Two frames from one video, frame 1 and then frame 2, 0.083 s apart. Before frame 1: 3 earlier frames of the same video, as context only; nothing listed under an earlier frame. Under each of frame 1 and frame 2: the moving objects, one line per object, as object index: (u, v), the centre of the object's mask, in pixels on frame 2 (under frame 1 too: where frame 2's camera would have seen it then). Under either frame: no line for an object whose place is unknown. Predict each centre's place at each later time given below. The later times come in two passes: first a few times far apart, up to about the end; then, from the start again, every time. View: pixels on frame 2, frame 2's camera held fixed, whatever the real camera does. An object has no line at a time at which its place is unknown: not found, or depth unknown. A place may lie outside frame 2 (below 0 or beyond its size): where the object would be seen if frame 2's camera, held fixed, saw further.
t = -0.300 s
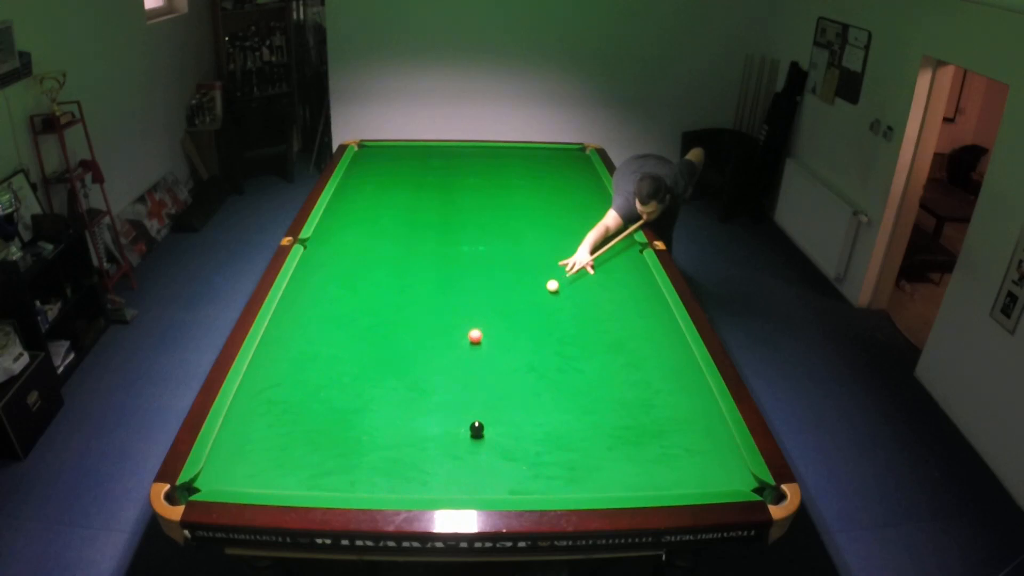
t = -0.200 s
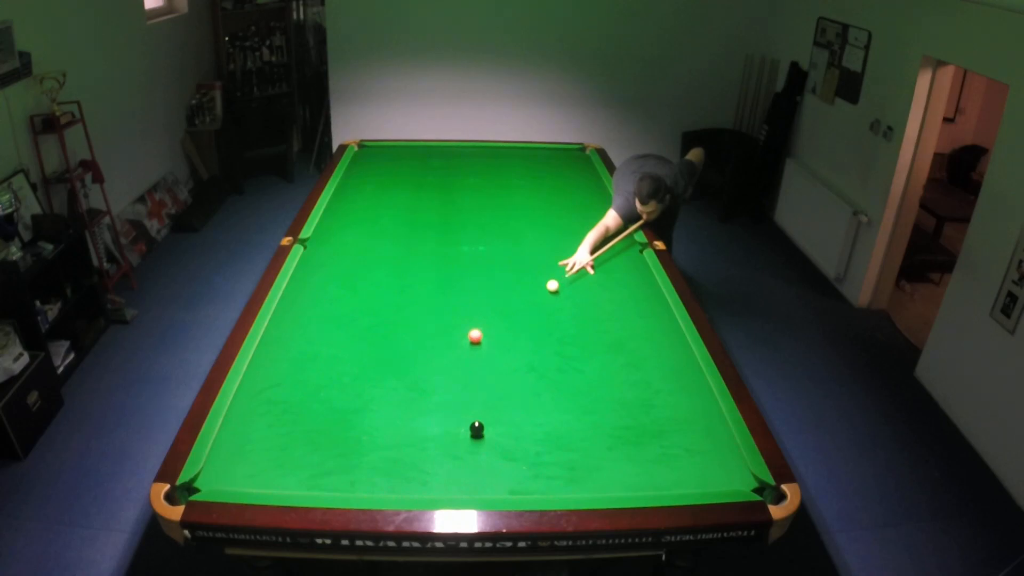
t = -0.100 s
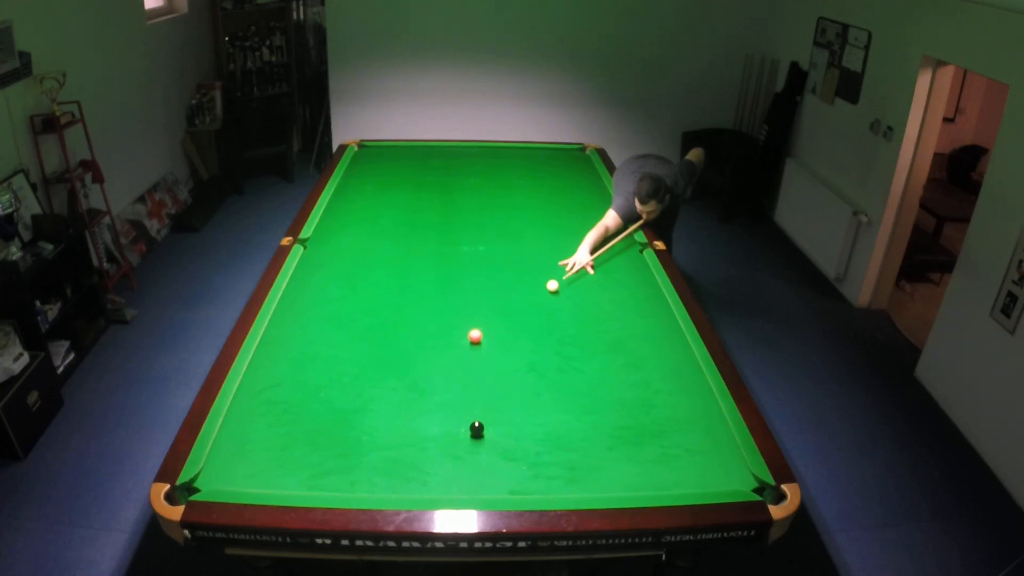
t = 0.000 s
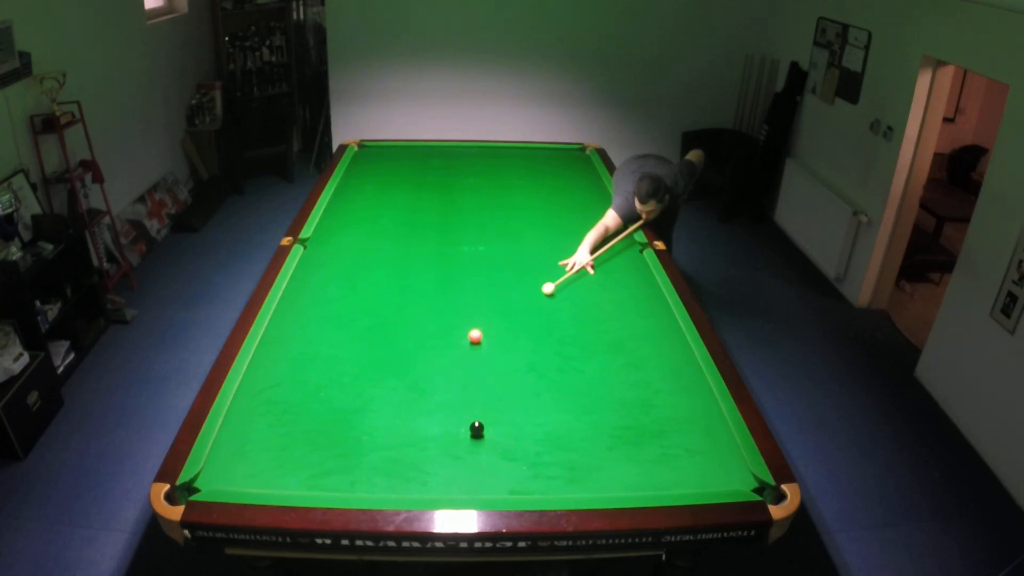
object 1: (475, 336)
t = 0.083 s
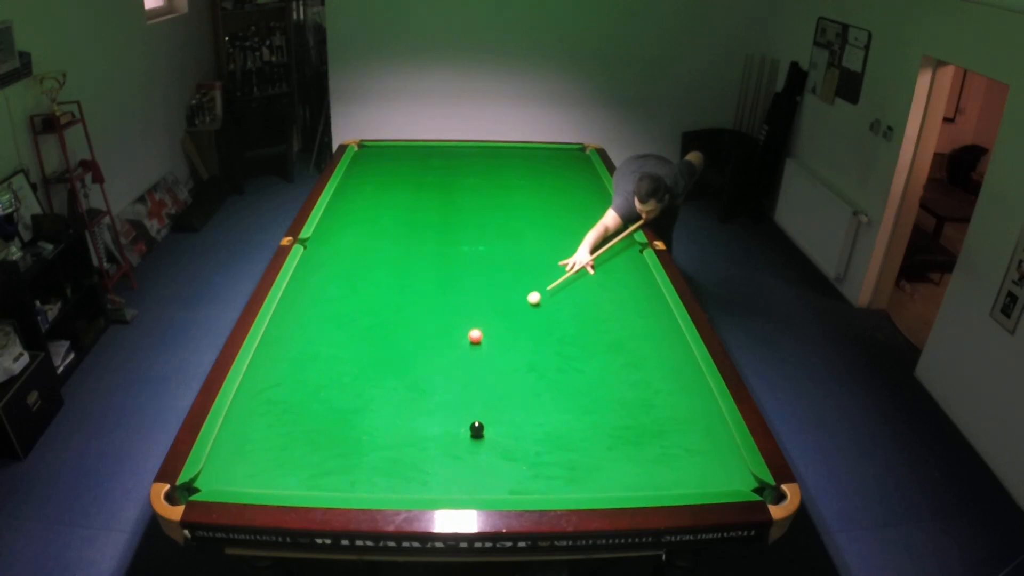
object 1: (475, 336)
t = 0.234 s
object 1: (475, 336)
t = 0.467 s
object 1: (459, 344)
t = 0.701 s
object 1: (425, 363)
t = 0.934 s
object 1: (391, 382)
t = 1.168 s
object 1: (356, 401)
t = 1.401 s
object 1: (319, 421)
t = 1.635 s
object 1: (282, 440)
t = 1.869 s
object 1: (244, 460)
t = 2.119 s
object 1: (203, 481)
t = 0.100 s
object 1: (475, 336)
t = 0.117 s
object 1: (475, 336)
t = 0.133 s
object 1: (475, 336)
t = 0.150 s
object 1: (475, 336)
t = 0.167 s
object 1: (475, 336)
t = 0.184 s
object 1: (475, 336)
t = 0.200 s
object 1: (475, 336)
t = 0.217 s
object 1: (475, 336)
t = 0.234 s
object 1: (475, 336)
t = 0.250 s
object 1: (475, 336)
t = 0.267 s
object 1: (475, 336)
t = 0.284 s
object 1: (475, 336)
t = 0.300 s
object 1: (475, 336)
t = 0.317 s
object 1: (475, 336)
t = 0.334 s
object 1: (475, 336)
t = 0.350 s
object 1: (475, 336)
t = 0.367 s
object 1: (475, 336)
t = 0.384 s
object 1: (474, 337)
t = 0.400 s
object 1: (471, 338)
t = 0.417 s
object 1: (468, 340)
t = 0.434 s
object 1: (465, 342)
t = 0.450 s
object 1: (462, 343)
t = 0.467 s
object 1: (459, 344)
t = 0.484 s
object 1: (457, 346)
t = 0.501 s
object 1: (454, 347)
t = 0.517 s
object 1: (451, 349)
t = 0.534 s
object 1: (449, 350)
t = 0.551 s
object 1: (447, 351)
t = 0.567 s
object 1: (444, 353)
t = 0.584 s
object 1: (442, 354)
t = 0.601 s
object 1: (440, 355)
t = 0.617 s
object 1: (437, 357)
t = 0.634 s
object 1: (435, 358)
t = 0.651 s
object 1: (432, 359)
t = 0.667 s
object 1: (430, 360)
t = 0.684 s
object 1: (428, 362)
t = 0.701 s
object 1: (425, 363)
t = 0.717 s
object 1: (423, 364)
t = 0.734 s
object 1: (421, 366)
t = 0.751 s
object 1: (418, 367)
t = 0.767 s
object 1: (416, 368)
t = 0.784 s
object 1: (413, 370)
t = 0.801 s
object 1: (410, 371)
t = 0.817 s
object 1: (408, 372)
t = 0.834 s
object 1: (406, 374)
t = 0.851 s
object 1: (404, 375)
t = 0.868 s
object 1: (401, 376)
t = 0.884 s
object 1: (399, 378)
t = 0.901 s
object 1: (396, 379)
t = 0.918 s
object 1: (394, 380)
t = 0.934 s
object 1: (391, 382)
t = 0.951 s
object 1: (388, 383)
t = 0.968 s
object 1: (386, 384)
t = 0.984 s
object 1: (383, 386)
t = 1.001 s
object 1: (381, 387)
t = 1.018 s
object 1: (379, 388)
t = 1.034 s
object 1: (376, 390)
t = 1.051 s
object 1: (373, 391)
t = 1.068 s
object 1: (371, 393)
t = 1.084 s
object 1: (368, 394)
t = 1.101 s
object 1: (366, 395)
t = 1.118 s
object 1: (363, 397)
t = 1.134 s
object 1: (361, 398)
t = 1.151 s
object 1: (358, 399)
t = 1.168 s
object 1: (356, 401)
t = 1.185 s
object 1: (353, 402)
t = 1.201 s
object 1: (350, 404)
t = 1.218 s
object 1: (348, 405)
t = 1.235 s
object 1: (345, 406)
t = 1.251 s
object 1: (343, 408)
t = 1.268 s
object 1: (340, 409)
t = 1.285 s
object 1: (338, 410)
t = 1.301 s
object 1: (335, 412)
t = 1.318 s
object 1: (332, 413)
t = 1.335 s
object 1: (330, 415)
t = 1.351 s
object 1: (327, 416)
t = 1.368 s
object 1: (324, 418)
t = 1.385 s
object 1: (321, 419)
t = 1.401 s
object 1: (319, 421)
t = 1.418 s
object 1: (316, 422)
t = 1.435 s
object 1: (314, 423)
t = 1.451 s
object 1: (311, 424)
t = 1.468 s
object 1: (308, 426)
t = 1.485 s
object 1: (306, 428)
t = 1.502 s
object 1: (303, 429)
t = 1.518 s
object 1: (300, 430)
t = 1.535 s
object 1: (298, 432)
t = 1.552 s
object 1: (295, 433)
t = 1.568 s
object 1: (292, 434)
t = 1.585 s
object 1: (289, 436)
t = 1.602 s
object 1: (287, 437)
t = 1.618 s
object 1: (284, 439)
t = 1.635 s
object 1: (282, 440)
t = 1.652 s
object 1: (279, 441)
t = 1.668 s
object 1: (276, 443)
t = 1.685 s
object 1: (274, 444)
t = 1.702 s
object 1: (271, 446)
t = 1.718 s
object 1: (268, 447)
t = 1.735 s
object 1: (266, 448)
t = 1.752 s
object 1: (263, 450)
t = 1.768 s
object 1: (261, 451)
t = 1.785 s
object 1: (258, 453)
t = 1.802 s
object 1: (255, 454)
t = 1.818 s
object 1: (252, 456)
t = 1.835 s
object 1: (250, 457)
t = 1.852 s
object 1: (247, 459)
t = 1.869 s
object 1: (244, 460)
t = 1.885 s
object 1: (241, 462)
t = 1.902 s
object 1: (239, 463)
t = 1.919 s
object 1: (236, 464)
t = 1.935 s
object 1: (233, 466)
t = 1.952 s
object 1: (231, 467)
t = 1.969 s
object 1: (228, 469)
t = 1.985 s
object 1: (225, 471)
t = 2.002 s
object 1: (222, 472)
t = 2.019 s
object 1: (220, 473)
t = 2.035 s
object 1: (217, 474)
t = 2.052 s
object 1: (214, 476)
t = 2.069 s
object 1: (211, 478)
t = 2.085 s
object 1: (209, 479)
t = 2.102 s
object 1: (206, 480)
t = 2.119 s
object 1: (203, 481)
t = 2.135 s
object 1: (200, 483)
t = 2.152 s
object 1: (197, 485)
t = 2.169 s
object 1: (195, 487)
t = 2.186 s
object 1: (193, 489)
